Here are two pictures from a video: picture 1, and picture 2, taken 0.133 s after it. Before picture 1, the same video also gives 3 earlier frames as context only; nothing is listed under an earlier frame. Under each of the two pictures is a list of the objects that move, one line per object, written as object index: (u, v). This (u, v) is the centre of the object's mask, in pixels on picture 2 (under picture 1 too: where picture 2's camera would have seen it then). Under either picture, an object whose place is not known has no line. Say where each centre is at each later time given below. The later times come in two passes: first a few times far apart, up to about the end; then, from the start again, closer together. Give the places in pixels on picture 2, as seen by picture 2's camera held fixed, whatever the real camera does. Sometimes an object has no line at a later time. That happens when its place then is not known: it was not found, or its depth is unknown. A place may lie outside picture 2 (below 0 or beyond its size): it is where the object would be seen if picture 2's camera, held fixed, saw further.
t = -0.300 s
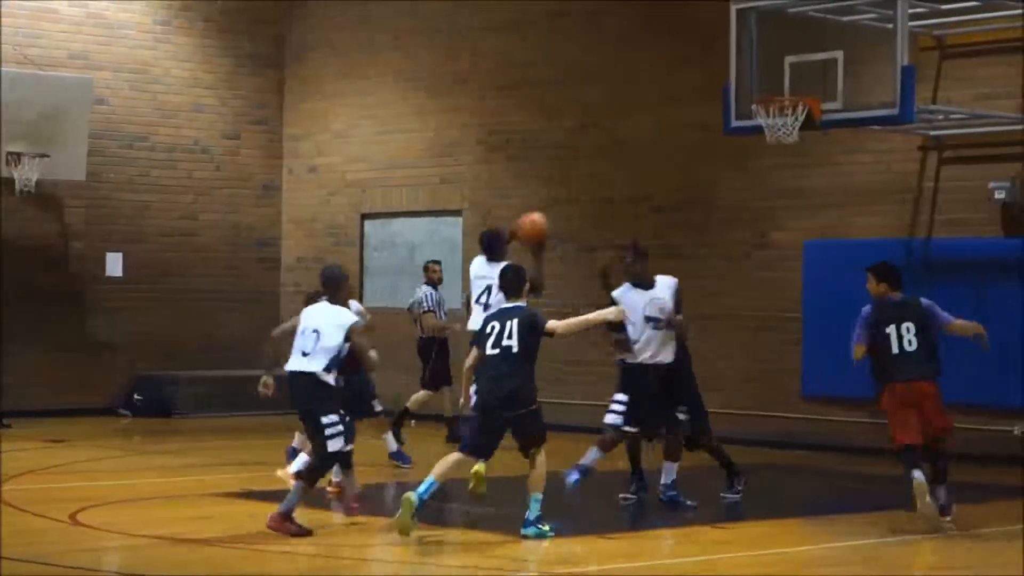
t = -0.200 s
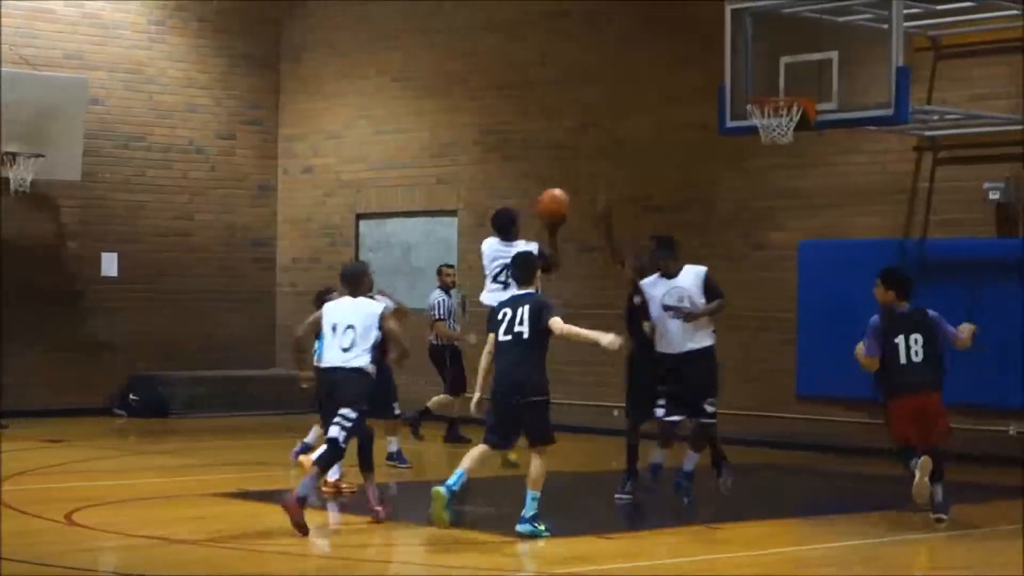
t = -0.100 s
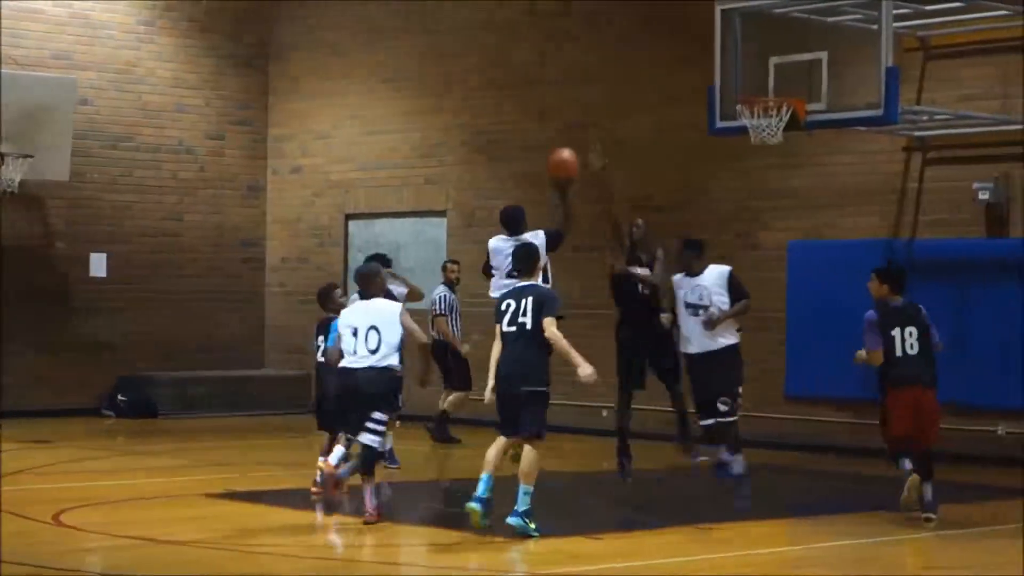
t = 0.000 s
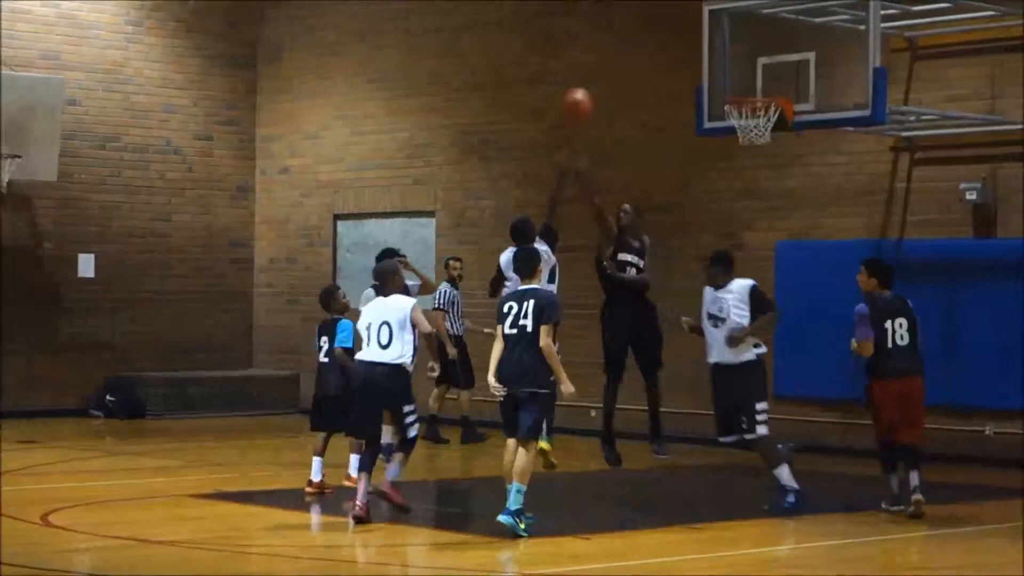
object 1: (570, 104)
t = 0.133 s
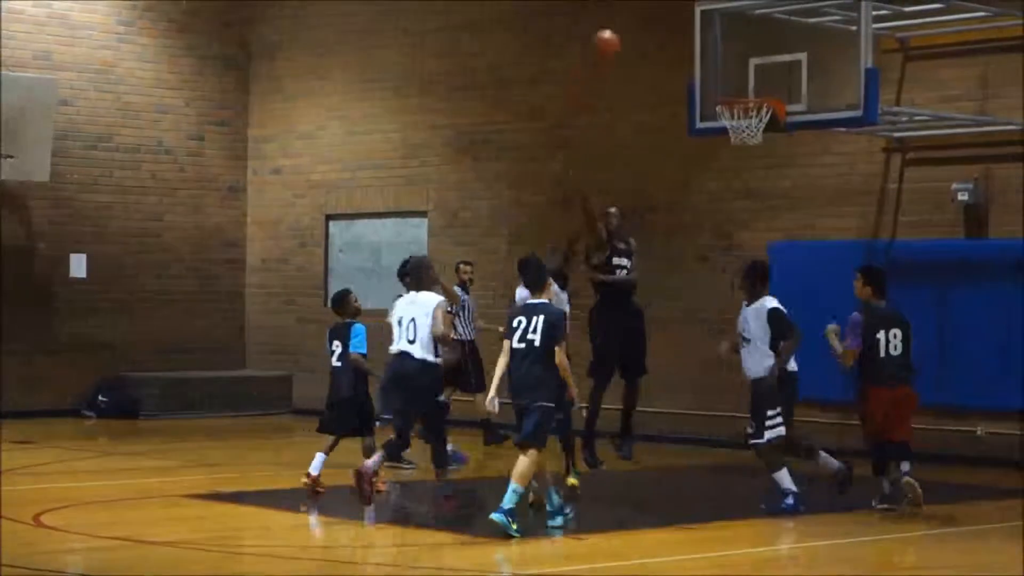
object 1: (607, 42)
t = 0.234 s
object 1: (631, 18)
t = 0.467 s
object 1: (684, 8)
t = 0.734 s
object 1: (743, 74)
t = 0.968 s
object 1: (752, 136)
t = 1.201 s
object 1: (753, 151)
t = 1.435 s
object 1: (752, 226)
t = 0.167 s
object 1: (615, 31)
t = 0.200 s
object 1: (624, 22)
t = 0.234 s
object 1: (631, 18)
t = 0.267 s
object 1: (640, 11)
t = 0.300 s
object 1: (645, 13)
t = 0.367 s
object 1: (672, 8)
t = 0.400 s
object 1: (673, 8)
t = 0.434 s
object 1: (682, 7)
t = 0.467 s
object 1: (684, 8)
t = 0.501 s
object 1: (695, 12)
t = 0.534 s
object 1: (700, 16)
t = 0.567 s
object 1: (707, 24)
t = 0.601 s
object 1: (714, 33)
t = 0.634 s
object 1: (721, 41)
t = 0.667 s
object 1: (728, 51)
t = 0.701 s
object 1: (736, 59)
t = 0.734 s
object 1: (743, 74)
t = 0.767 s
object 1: (748, 87)
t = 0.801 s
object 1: (749, 95)
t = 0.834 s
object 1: (742, 96)
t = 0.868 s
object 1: (737, 97)
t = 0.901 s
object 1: (744, 109)
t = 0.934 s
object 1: (746, 116)
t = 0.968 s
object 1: (752, 136)
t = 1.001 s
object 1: (753, 139)
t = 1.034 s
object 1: (754, 139)
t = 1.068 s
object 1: (754, 139)
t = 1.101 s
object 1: (755, 139)
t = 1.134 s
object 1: (754, 141)
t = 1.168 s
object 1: (755, 143)
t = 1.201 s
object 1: (753, 151)
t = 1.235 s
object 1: (752, 156)
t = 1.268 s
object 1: (752, 162)
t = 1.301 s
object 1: (752, 174)
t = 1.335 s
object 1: (752, 185)
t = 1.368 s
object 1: (752, 197)
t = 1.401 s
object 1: (752, 210)
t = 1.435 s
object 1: (752, 226)
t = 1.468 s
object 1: (751, 242)
